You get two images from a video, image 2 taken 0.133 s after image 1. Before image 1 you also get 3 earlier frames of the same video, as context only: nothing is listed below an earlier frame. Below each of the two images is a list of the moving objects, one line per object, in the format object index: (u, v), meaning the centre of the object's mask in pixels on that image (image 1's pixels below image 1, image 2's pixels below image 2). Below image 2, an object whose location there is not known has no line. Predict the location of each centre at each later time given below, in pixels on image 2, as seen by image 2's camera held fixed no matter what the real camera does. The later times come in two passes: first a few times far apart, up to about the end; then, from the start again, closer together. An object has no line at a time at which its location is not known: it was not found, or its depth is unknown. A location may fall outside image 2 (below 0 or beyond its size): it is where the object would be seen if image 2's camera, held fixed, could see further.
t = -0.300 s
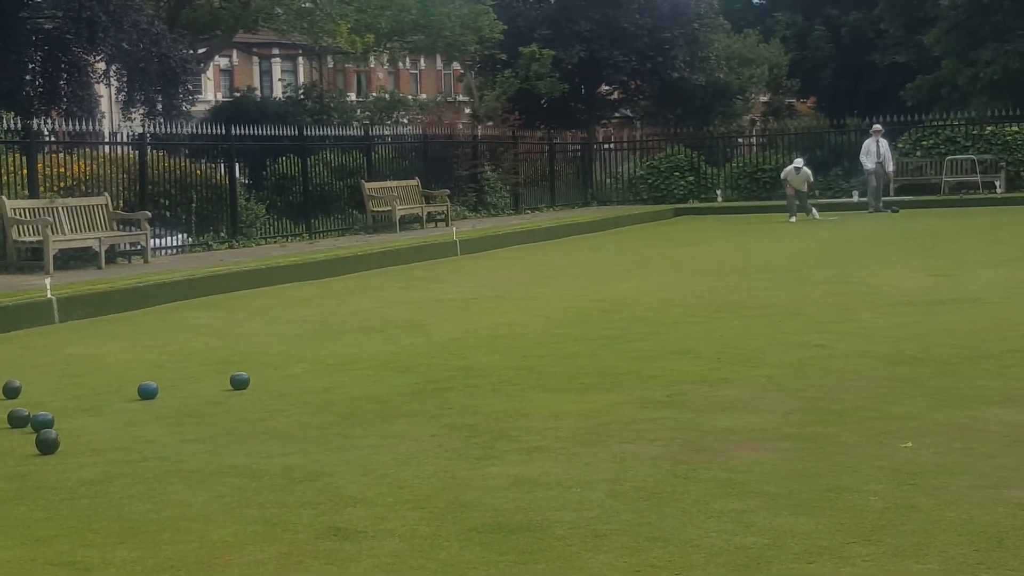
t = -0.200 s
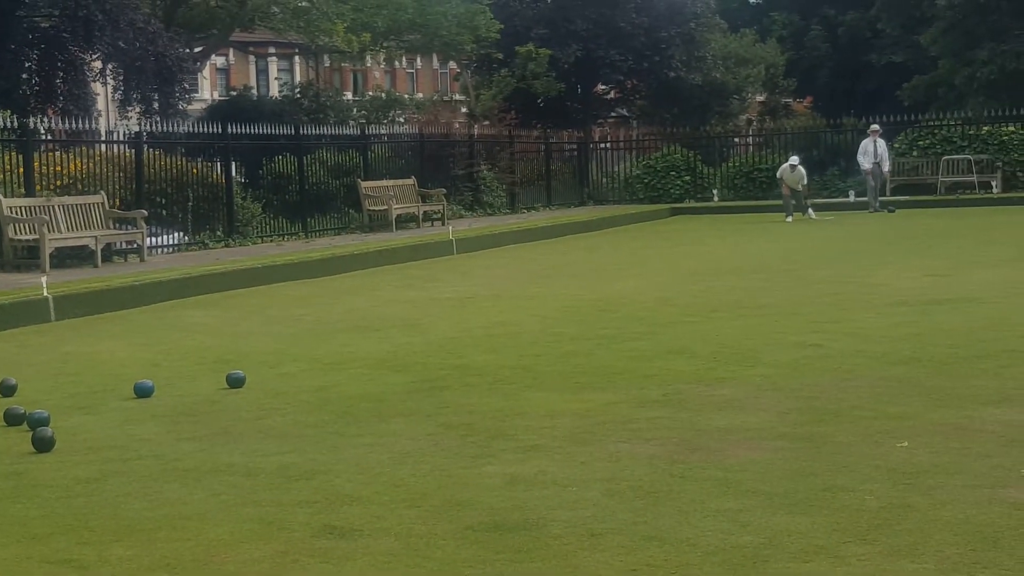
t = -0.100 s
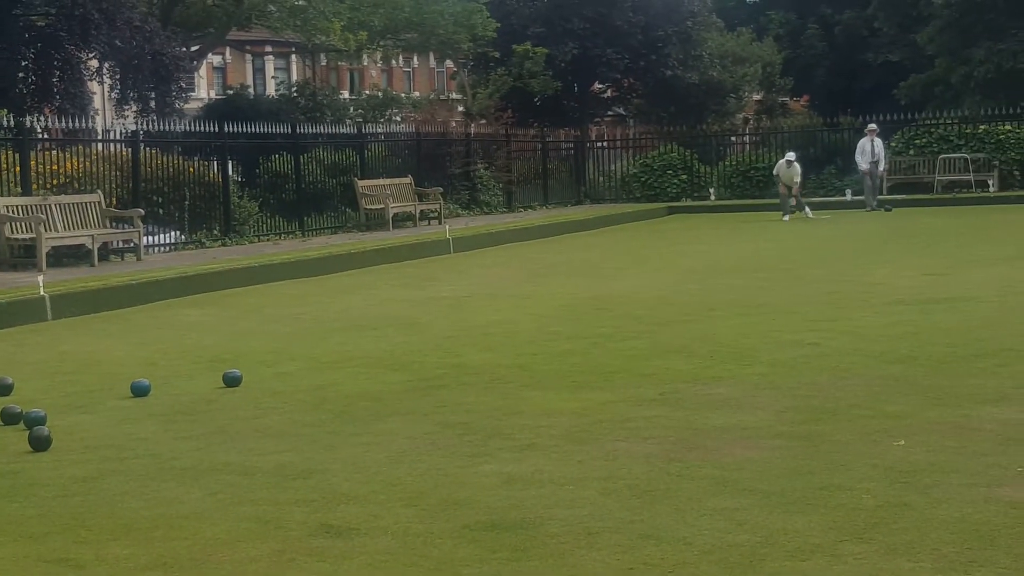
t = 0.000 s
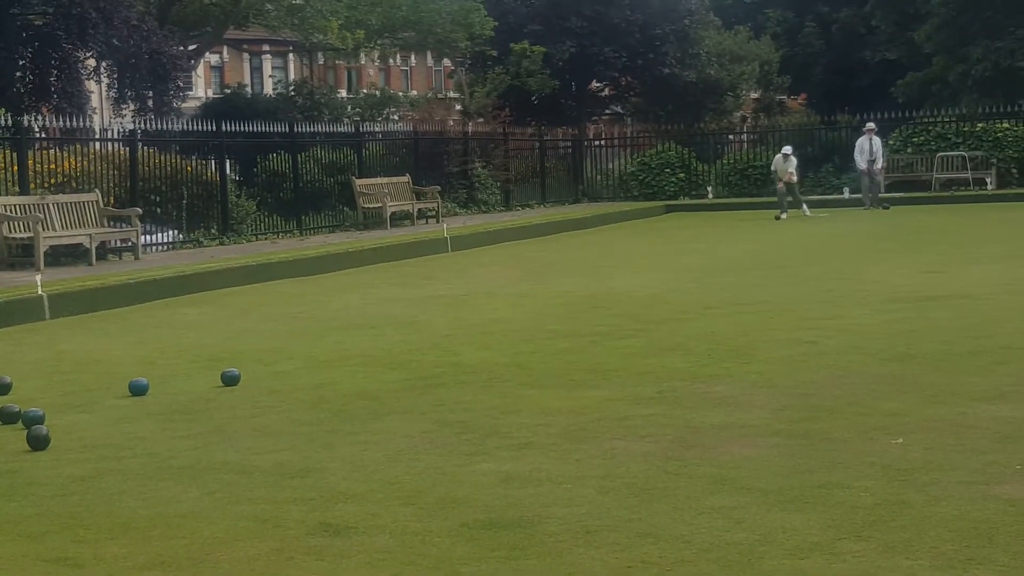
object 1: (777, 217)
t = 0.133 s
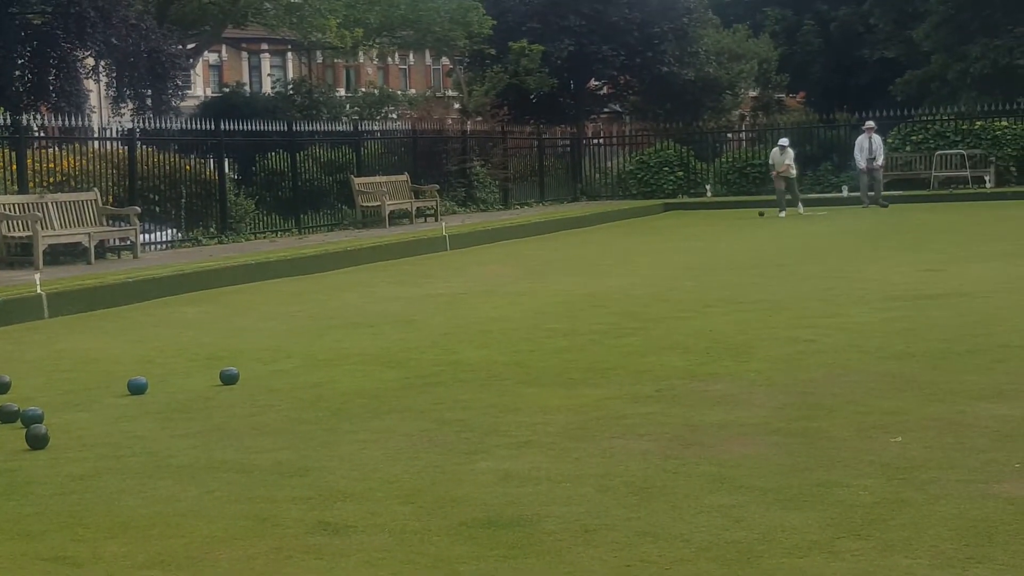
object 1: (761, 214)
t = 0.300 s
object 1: (742, 220)
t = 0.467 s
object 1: (725, 221)
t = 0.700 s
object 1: (701, 225)
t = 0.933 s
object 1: (677, 230)
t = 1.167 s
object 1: (651, 233)
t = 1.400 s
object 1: (626, 236)
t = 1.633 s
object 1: (601, 239)
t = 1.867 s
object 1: (575, 243)
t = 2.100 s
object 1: (550, 246)
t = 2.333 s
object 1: (523, 251)
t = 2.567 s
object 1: (497, 255)
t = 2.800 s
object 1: (470, 258)
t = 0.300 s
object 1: (742, 220)
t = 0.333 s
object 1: (738, 222)
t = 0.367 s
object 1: (735, 221)
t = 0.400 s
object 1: (731, 220)
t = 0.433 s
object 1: (728, 221)
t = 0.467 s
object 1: (725, 221)
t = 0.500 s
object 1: (721, 223)
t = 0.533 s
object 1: (718, 223)
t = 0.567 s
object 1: (714, 222)
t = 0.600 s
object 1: (711, 222)
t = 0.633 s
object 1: (707, 222)
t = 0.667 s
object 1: (704, 223)
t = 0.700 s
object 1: (701, 225)
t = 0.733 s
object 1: (698, 226)
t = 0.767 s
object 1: (694, 227)
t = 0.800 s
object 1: (690, 227)
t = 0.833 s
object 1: (687, 228)
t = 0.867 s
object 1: (684, 229)
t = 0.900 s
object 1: (680, 229)
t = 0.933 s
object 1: (677, 230)
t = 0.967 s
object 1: (673, 230)
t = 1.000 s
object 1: (669, 231)
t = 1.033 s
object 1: (666, 231)
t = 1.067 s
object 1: (662, 232)
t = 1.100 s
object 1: (659, 232)
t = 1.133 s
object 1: (655, 233)
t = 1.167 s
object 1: (651, 233)
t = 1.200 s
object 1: (648, 234)
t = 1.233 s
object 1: (644, 234)
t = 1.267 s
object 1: (640, 235)
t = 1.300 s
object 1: (637, 235)
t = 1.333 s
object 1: (633, 235)
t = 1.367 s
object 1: (630, 236)
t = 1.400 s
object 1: (626, 236)
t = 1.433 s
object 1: (622, 236)
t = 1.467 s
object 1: (618, 237)
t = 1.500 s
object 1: (615, 237)
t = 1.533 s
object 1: (611, 238)
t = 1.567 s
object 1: (608, 238)
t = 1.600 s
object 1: (604, 239)
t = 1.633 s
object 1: (601, 239)
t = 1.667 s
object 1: (597, 240)
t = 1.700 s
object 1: (593, 241)
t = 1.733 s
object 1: (590, 241)
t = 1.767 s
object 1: (586, 241)
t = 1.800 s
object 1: (582, 242)
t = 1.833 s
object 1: (579, 242)
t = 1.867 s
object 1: (575, 243)
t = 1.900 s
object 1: (571, 243)
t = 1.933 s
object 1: (568, 244)
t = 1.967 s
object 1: (564, 244)
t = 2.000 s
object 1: (561, 245)
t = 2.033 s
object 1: (557, 245)
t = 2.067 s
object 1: (554, 245)
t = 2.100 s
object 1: (550, 246)
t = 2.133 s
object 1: (546, 247)
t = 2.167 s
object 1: (542, 247)
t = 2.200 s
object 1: (539, 248)
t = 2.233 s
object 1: (535, 248)
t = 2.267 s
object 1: (531, 249)
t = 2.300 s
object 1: (528, 250)
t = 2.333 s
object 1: (523, 251)
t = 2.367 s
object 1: (520, 251)
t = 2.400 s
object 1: (516, 252)
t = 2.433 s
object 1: (513, 252)
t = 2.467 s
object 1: (509, 253)
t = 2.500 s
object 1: (505, 253)
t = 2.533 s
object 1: (501, 254)
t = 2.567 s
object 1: (497, 255)
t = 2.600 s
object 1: (493, 255)
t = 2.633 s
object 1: (489, 256)
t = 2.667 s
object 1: (486, 256)
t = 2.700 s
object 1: (482, 257)
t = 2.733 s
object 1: (478, 258)
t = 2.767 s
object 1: (474, 258)
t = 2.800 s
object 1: (470, 258)
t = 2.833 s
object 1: (466, 259)
